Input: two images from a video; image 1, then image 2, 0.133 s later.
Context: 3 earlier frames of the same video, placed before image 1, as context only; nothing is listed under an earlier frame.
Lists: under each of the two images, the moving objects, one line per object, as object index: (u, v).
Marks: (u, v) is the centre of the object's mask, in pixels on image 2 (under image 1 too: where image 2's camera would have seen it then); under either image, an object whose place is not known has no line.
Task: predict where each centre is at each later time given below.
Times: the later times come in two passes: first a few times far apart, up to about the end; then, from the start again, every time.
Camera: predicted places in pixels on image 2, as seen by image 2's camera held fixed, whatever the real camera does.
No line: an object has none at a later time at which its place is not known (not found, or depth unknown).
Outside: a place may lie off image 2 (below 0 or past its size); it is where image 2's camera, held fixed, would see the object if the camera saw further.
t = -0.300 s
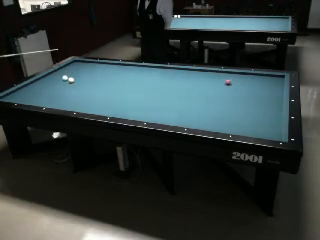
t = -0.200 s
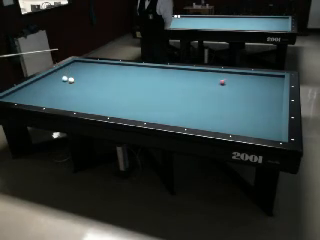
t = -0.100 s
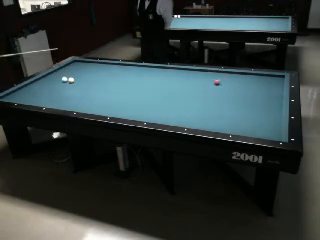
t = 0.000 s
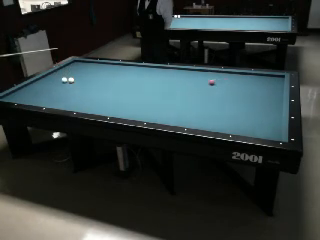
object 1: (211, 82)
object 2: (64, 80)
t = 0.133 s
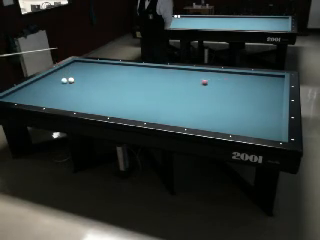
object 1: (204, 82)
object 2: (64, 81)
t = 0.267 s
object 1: (198, 82)
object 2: (63, 81)
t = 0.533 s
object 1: (184, 82)
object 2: (63, 83)
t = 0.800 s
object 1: (171, 82)
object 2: (62, 84)
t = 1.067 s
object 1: (159, 82)
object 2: (62, 86)
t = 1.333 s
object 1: (147, 82)
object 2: (62, 87)
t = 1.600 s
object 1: (136, 82)
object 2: (61, 88)
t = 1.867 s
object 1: (124, 82)
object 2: (61, 89)
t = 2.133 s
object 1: (114, 82)
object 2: (60, 90)
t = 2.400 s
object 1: (104, 82)
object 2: (60, 91)
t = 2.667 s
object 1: (94, 82)
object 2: (60, 91)
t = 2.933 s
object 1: (85, 82)
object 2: (60, 92)
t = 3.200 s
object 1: (76, 82)
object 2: (59, 92)
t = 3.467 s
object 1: (68, 82)
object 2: (59, 93)
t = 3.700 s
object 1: (61, 83)
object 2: (59, 93)
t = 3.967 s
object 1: (54, 84)
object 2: (59, 93)
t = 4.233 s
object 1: (47, 85)
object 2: (59, 93)
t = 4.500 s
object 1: (41, 86)
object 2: (59, 93)
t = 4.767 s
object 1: (34, 87)
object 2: (59, 93)
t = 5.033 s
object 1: (28, 88)
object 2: (59, 93)
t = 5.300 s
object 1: (23, 88)
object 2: (59, 93)
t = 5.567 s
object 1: (18, 89)
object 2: (59, 93)
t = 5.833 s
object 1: (18, 90)
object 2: (59, 93)
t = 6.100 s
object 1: (18, 91)
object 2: (59, 93)
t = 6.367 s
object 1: (18, 91)
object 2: (59, 93)
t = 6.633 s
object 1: (18, 92)
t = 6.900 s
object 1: (19, 93)
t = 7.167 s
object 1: (19, 93)
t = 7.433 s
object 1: (19, 93)
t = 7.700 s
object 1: (19, 93)
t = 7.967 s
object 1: (19, 93)
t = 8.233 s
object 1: (19, 93)
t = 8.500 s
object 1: (19, 93)
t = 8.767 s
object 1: (19, 93)
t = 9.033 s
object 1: (19, 93)
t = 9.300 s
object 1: (19, 94)
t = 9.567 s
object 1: (20, 94)
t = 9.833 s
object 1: (19, 94)
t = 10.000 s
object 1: (19, 94)
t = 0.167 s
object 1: (203, 82)
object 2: (64, 81)
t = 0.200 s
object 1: (201, 82)
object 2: (64, 81)
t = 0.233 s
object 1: (199, 82)
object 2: (64, 81)
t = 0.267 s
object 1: (198, 82)
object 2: (63, 81)
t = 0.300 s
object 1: (196, 82)
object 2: (63, 82)
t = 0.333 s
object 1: (194, 82)
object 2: (63, 82)
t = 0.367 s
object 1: (193, 82)
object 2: (63, 82)
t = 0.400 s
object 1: (191, 82)
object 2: (63, 82)
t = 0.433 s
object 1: (189, 82)
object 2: (63, 82)
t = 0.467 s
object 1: (187, 82)
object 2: (63, 82)
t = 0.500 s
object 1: (186, 82)
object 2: (63, 82)
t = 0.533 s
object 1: (184, 82)
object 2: (63, 83)
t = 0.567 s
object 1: (183, 82)
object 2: (63, 83)
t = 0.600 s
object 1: (181, 82)
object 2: (63, 83)
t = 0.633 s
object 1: (179, 82)
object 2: (63, 83)
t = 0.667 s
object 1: (178, 82)
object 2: (63, 83)
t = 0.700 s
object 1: (176, 82)
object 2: (63, 84)
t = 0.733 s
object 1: (175, 82)
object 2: (63, 84)
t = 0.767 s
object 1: (173, 82)
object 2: (63, 84)
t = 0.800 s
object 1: (171, 82)
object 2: (62, 84)
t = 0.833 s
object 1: (170, 82)
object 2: (62, 84)
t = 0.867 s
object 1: (168, 82)
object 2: (62, 85)
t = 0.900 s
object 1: (166, 82)
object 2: (62, 85)
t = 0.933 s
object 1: (165, 82)
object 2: (62, 85)
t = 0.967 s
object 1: (163, 82)
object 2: (62, 85)
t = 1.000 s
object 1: (162, 82)
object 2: (62, 85)
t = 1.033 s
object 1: (161, 82)
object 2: (62, 85)
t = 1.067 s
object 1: (159, 82)
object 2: (62, 86)
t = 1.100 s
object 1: (157, 82)
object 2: (62, 86)
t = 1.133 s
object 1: (156, 82)
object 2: (62, 86)
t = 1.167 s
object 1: (155, 82)
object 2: (62, 86)
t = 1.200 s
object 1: (153, 82)
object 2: (62, 86)
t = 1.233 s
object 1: (152, 82)
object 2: (62, 86)
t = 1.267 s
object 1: (150, 82)
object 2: (62, 87)
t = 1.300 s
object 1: (149, 82)
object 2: (62, 87)
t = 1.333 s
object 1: (147, 82)
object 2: (62, 87)
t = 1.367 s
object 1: (146, 82)
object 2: (62, 87)
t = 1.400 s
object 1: (144, 82)
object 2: (62, 87)
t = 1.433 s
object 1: (143, 82)
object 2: (61, 87)
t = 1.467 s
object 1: (141, 82)
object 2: (61, 87)
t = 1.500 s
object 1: (140, 82)
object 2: (61, 88)
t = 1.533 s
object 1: (138, 82)
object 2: (61, 88)
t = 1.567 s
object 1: (137, 82)
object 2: (61, 88)
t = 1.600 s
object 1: (136, 82)
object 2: (61, 88)
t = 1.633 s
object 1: (134, 82)
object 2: (61, 88)
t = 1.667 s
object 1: (133, 82)
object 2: (61, 88)
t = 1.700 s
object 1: (131, 82)
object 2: (61, 88)
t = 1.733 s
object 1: (130, 82)
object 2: (61, 89)
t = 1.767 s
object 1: (129, 82)
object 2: (61, 89)
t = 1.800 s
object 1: (127, 82)
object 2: (61, 89)
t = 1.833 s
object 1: (126, 82)
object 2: (61, 89)
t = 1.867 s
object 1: (124, 82)
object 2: (61, 89)
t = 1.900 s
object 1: (123, 82)
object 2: (61, 89)
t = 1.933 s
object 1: (122, 82)
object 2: (61, 89)
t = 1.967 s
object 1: (121, 82)
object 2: (61, 89)
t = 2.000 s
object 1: (119, 82)
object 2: (61, 90)
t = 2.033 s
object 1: (118, 82)
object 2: (61, 90)
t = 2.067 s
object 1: (116, 82)
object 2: (60, 90)
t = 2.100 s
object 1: (115, 82)
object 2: (60, 90)
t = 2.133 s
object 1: (114, 82)
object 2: (60, 90)
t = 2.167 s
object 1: (112, 82)
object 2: (60, 90)
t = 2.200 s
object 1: (111, 82)
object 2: (60, 90)
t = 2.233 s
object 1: (110, 82)
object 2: (60, 90)
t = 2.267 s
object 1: (108, 82)
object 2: (60, 90)
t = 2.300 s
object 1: (107, 82)
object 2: (60, 90)
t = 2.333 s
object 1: (106, 82)
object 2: (60, 90)
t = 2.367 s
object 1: (105, 82)
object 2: (60, 91)
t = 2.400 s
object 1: (104, 82)
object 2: (60, 91)
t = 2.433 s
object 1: (102, 82)
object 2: (60, 91)
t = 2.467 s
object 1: (101, 82)
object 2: (60, 91)
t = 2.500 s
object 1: (100, 82)
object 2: (60, 91)
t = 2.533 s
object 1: (98, 82)
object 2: (60, 91)
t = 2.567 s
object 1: (98, 82)
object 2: (60, 91)
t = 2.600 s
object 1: (96, 82)
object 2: (60, 91)
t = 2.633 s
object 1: (95, 82)
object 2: (60, 91)
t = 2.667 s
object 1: (94, 82)
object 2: (60, 91)
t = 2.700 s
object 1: (92, 82)
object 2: (60, 92)
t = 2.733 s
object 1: (91, 82)
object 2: (60, 92)
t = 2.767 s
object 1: (90, 82)
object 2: (60, 92)
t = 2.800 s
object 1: (89, 82)
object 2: (60, 92)
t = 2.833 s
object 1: (88, 82)
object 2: (60, 92)
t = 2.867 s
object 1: (87, 82)
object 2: (60, 92)
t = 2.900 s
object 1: (86, 82)
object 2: (60, 92)
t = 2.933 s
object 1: (85, 82)
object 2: (60, 92)
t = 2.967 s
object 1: (83, 82)
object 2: (60, 92)
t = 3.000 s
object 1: (82, 82)
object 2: (60, 92)
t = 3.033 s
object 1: (81, 82)
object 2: (60, 92)
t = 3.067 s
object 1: (80, 82)
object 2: (60, 92)
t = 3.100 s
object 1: (79, 82)
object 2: (60, 92)
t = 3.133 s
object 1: (78, 82)
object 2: (59, 92)
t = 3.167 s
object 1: (77, 82)
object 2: (59, 93)
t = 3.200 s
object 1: (76, 82)
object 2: (59, 92)
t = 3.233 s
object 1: (74, 82)
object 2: (59, 93)
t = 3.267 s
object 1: (73, 82)
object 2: (59, 93)
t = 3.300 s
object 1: (72, 82)
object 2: (59, 93)
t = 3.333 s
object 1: (71, 82)
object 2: (59, 93)
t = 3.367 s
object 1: (71, 81)
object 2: (59, 93)
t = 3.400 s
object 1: (70, 81)
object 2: (59, 93)
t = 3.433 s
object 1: (70, 82)
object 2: (59, 93)
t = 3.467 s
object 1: (68, 82)
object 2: (59, 93)
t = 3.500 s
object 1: (67, 82)
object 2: (59, 93)
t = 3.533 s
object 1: (66, 83)
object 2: (59, 93)
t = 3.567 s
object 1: (65, 83)
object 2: (59, 93)
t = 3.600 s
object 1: (64, 83)
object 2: (59, 93)
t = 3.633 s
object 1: (63, 83)
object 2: (59, 93)
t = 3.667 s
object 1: (62, 83)
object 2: (59, 93)
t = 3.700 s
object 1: (61, 83)
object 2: (59, 93)
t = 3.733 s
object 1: (60, 84)
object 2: (59, 93)
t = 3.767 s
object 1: (59, 83)
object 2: (59, 93)
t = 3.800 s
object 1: (58, 83)
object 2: (59, 93)
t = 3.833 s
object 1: (57, 83)
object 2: (59, 93)
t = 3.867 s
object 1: (57, 83)
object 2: (59, 93)
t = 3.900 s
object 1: (56, 84)
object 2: (59, 93)
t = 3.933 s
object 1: (55, 84)
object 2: (59, 93)
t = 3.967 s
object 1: (54, 84)
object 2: (59, 93)
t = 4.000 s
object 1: (53, 84)
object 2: (59, 93)
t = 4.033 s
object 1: (53, 84)
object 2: (59, 93)
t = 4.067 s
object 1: (51, 84)
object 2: (59, 93)
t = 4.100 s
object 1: (51, 84)
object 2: (59, 93)
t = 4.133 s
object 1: (50, 85)
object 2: (59, 93)
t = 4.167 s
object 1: (48, 85)
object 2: (59, 93)
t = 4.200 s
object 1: (48, 85)
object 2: (59, 93)
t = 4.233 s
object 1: (47, 85)
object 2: (59, 93)
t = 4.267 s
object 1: (47, 85)
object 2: (59, 93)
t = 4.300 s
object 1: (45, 85)
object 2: (59, 93)
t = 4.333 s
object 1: (45, 85)
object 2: (59, 93)
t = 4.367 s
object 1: (44, 85)
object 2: (59, 93)
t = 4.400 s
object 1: (43, 86)
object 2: (59, 93)
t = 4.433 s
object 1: (42, 86)
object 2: (59, 93)
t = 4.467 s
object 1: (42, 86)
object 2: (59, 93)
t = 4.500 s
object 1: (41, 86)
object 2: (59, 93)
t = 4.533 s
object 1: (40, 86)
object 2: (59, 93)
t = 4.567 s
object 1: (39, 86)
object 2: (59, 93)
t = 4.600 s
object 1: (38, 86)
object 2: (59, 93)
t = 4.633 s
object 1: (37, 86)
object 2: (59, 93)
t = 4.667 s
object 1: (37, 86)
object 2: (59, 93)
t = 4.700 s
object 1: (36, 86)
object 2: (59, 93)
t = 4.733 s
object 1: (35, 87)
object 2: (59, 93)
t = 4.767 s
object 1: (34, 87)
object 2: (59, 93)
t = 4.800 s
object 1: (34, 87)
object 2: (59, 93)
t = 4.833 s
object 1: (33, 87)
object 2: (59, 93)
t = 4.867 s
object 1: (32, 87)
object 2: (59, 93)
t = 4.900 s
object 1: (31, 87)
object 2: (59, 93)
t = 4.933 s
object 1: (30, 87)
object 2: (59, 93)
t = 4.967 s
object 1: (30, 87)
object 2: (59, 93)
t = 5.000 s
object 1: (29, 88)
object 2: (59, 93)
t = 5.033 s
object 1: (28, 88)
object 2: (59, 93)
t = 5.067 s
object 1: (28, 87)
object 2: (59, 93)
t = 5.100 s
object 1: (27, 88)
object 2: (59, 93)
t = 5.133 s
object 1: (26, 88)
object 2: (59, 93)
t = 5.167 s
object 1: (26, 88)
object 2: (59, 93)
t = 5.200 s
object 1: (25, 88)
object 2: (59, 93)
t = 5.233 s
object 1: (24, 88)
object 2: (59, 93)
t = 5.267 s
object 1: (23, 88)
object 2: (59, 93)
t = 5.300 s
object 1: (23, 88)
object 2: (59, 93)
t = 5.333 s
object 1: (22, 88)
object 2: (59, 93)
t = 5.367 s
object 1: (21, 89)
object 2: (59, 93)
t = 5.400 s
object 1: (20, 89)
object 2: (59, 93)
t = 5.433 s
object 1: (20, 89)
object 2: (59, 93)
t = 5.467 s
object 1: (19, 89)
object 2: (59, 93)
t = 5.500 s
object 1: (18, 89)
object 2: (59, 93)
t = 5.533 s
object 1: (18, 89)
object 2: (59, 93)
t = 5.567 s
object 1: (18, 89)
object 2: (59, 93)
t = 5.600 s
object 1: (18, 89)
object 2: (59, 93)
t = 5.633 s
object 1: (18, 89)
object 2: (59, 93)
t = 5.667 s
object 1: (18, 89)
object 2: (59, 93)
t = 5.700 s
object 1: (18, 89)
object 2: (59, 93)
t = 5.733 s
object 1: (18, 90)
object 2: (59, 93)
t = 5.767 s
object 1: (17, 90)
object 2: (59, 93)
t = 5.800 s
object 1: (18, 90)
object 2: (59, 93)
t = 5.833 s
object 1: (18, 90)
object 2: (59, 93)
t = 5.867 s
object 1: (18, 90)
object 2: (59, 93)
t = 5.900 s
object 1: (18, 90)
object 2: (59, 93)
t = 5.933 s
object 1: (18, 90)
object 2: (59, 93)
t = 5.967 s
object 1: (18, 90)
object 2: (59, 93)
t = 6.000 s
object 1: (18, 90)
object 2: (59, 93)
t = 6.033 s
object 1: (18, 91)
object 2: (59, 93)
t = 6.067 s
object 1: (18, 91)
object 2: (59, 93)
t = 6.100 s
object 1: (18, 91)
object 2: (59, 93)
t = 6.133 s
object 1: (18, 91)
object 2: (59, 93)
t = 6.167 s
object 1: (18, 91)
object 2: (59, 93)
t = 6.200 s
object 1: (18, 91)
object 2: (59, 93)
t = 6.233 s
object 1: (18, 91)
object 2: (59, 93)
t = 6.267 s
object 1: (18, 91)
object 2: (59, 93)
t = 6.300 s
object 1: (18, 91)
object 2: (59, 93)
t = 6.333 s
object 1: (18, 91)
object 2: (59, 93)
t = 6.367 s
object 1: (18, 91)
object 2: (59, 93)
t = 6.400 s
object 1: (18, 91)
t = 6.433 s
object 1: (18, 91)
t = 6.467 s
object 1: (18, 92)
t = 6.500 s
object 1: (19, 92)
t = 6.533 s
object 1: (18, 92)
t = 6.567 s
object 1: (18, 92)
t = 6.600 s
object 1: (18, 92)
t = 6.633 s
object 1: (18, 92)
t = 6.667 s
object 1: (19, 92)
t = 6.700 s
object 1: (19, 92)
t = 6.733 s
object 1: (19, 92)
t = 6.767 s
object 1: (19, 92)
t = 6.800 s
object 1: (19, 92)
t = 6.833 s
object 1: (19, 92)
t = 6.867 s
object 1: (19, 92)
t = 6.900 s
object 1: (19, 93)
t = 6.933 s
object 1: (19, 93)
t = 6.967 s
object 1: (19, 93)
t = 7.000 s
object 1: (19, 93)
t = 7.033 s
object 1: (19, 93)
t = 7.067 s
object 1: (19, 93)
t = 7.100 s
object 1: (19, 93)
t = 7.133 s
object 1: (19, 93)
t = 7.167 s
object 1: (19, 93)
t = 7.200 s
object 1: (19, 93)
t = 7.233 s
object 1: (19, 93)
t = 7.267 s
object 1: (19, 93)
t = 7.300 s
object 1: (19, 93)
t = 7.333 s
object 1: (19, 93)
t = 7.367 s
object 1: (19, 93)
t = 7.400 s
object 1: (19, 93)
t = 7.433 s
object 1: (19, 93)
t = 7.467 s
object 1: (19, 93)
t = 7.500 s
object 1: (19, 93)
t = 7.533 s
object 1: (19, 93)
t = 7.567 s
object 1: (19, 93)
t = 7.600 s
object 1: (19, 93)
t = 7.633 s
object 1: (19, 93)
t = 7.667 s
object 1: (19, 93)
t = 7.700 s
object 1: (19, 93)
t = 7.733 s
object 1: (19, 93)
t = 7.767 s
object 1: (19, 93)
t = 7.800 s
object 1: (19, 93)
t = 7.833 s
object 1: (19, 93)
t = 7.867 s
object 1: (19, 93)
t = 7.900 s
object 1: (19, 93)
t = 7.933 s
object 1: (19, 93)
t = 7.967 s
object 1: (19, 93)
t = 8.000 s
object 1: (19, 93)
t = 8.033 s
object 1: (19, 93)
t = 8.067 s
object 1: (19, 93)
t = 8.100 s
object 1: (19, 93)
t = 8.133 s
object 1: (19, 93)
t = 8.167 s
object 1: (19, 93)
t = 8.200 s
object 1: (19, 93)
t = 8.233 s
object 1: (19, 93)
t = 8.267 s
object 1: (19, 93)
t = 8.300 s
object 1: (19, 93)
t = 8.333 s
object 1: (19, 93)
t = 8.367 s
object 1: (19, 93)
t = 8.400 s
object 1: (19, 93)
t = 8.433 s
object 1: (19, 93)
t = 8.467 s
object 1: (19, 93)
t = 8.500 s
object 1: (19, 93)
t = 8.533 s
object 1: (19, 93)
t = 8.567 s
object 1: (19, 93)
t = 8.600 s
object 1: (19, 93)
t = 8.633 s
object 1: (19, 93)
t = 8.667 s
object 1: (19, 93)
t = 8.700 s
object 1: (19, 93)
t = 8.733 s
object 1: (19, 93)
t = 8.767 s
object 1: (19, 93)
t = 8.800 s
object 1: (19, 93)
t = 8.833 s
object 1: (19, 93)
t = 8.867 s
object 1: (19, 93)
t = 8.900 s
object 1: (19, 93)
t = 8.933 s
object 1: (19, 93)
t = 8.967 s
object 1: (19, 93)
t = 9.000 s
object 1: (19, 93)
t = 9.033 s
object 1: (19, 93)
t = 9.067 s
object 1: (19, 93)
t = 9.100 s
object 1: (19, 93)
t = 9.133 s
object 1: (19, 93)
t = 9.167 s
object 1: (19, 93)
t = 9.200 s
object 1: (19, 94)
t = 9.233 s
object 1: (19, 94)
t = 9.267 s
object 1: (19, 94)
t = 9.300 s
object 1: (19, 94)
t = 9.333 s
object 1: (19, 94)
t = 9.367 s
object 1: (19, 94)
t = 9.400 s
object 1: (20, 94)
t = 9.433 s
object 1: (20, 94)
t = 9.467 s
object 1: (20, 94)
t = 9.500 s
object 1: (20, 94)
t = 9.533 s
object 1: (20, 94)
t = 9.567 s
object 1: (20, 94)
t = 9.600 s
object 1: (19, 94)
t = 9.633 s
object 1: (19, 94)
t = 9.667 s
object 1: (19, 94)
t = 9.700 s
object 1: (19, 94)
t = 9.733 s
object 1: (19, 94)
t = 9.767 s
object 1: (19, 94)
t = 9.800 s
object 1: (19, 94)
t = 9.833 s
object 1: (19, 94)
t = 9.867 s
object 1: (19, 94)
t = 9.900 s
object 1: (20, 94)
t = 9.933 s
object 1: (19, 94)
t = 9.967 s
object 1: (19, 94)
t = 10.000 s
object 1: (19, 94)
